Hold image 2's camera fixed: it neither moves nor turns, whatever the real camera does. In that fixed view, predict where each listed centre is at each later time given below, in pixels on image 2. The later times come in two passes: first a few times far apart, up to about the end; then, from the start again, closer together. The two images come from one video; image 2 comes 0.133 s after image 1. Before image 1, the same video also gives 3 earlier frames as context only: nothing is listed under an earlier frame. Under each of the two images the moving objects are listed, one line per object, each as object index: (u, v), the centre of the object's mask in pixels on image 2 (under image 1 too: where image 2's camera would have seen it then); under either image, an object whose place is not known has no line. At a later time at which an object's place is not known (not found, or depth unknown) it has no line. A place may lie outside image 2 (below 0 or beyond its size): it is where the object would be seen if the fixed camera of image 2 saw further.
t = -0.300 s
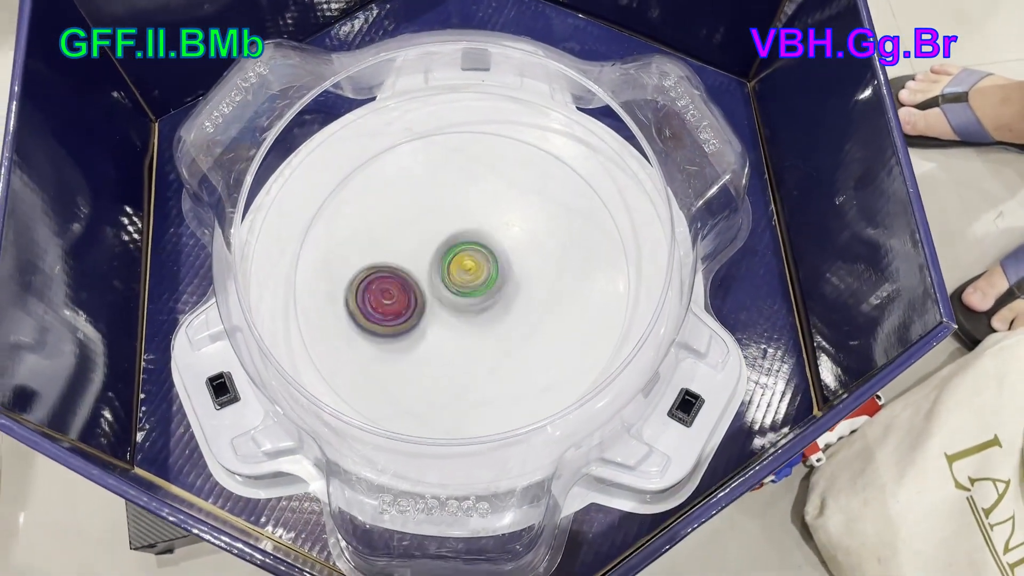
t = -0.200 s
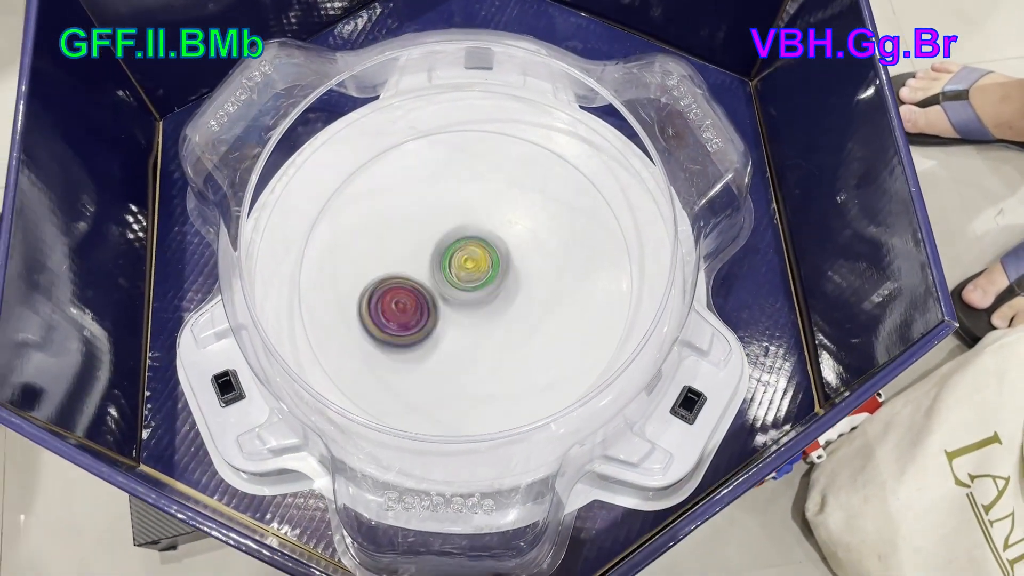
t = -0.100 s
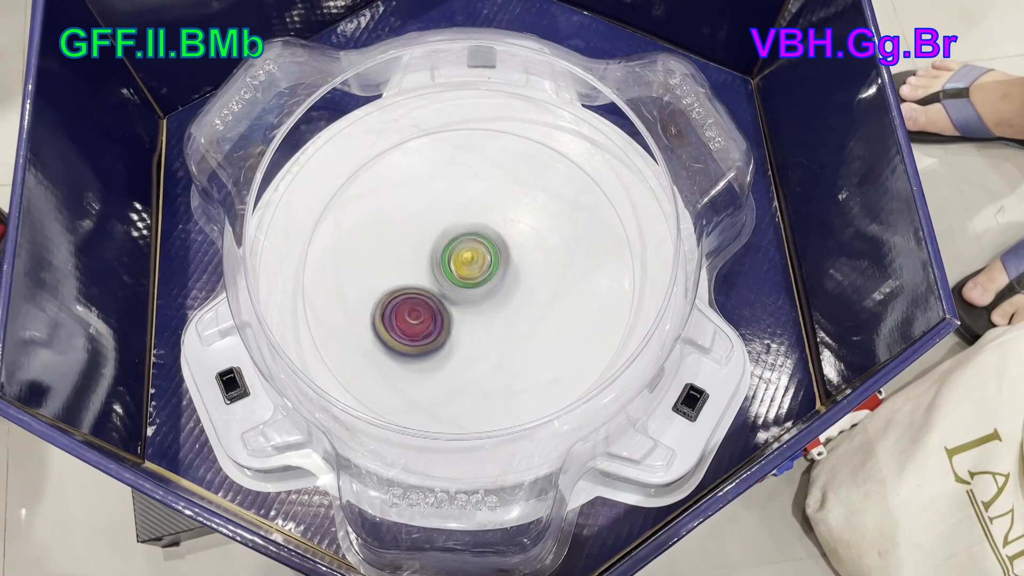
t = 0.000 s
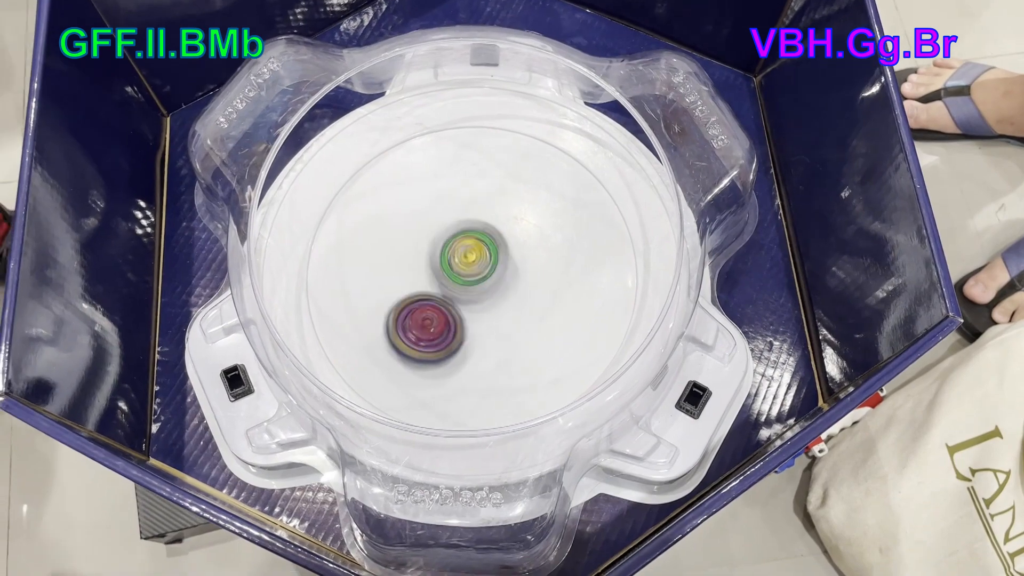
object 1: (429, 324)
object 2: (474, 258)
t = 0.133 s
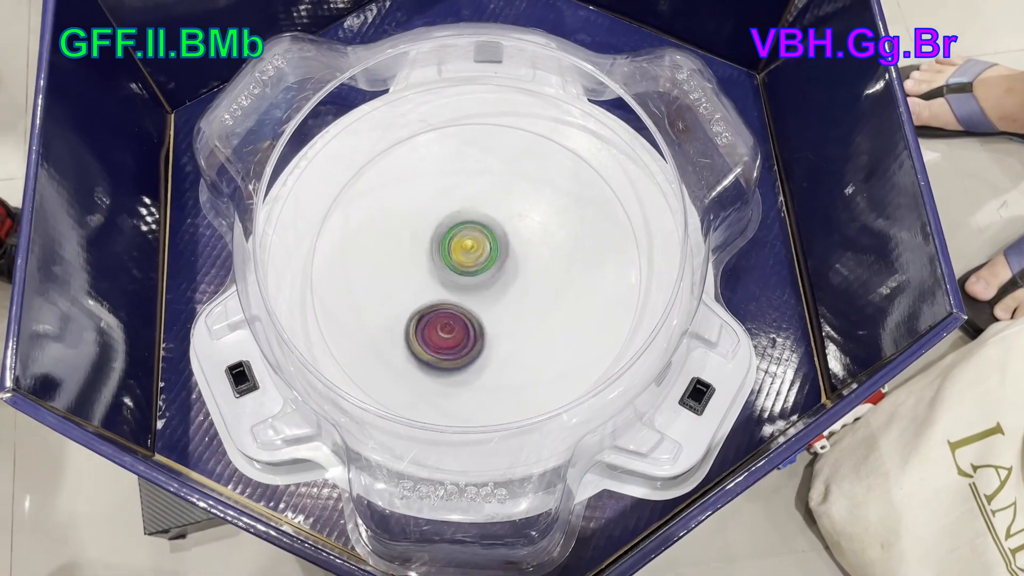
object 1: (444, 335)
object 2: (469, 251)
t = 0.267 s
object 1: (460, 341)
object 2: (465, 251)
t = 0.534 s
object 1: (484, 333)
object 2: (460, 259)
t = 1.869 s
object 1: (489, 196)
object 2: (450, 288)
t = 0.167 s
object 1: (448, 338)
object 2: (469, 251)
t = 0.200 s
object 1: (453, 339)
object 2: (468, 252)
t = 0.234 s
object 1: (457, 340)
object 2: (465, 251)
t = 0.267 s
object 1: (460, 341)
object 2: (465, 251)
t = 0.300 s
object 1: (464, 341)
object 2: (465, 253)
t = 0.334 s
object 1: (466, 341)
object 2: (462, 253)
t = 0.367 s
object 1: (469, 340)
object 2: (462, 254)
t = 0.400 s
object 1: (473, 339)
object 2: (462, 255)
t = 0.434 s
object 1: (476, 338)
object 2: (460, 256)
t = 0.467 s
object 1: (478, 336)
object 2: (461, 256)
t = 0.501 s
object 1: (481, 335)
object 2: (461, 259)
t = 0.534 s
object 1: (484, 333)
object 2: (460, 259)
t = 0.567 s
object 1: (486, 332)
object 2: (460, 259)
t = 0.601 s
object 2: (457, 256)
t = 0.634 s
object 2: (454, 252)
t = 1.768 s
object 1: (502, 201)
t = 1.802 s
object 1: (498, 199)
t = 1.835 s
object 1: (493, 198)
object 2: (448, 288)
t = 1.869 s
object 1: (489, 196)
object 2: (450, 288)
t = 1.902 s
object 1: (485, 195)
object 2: (450, 289)
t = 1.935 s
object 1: (481, 195)
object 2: (452, 289)
